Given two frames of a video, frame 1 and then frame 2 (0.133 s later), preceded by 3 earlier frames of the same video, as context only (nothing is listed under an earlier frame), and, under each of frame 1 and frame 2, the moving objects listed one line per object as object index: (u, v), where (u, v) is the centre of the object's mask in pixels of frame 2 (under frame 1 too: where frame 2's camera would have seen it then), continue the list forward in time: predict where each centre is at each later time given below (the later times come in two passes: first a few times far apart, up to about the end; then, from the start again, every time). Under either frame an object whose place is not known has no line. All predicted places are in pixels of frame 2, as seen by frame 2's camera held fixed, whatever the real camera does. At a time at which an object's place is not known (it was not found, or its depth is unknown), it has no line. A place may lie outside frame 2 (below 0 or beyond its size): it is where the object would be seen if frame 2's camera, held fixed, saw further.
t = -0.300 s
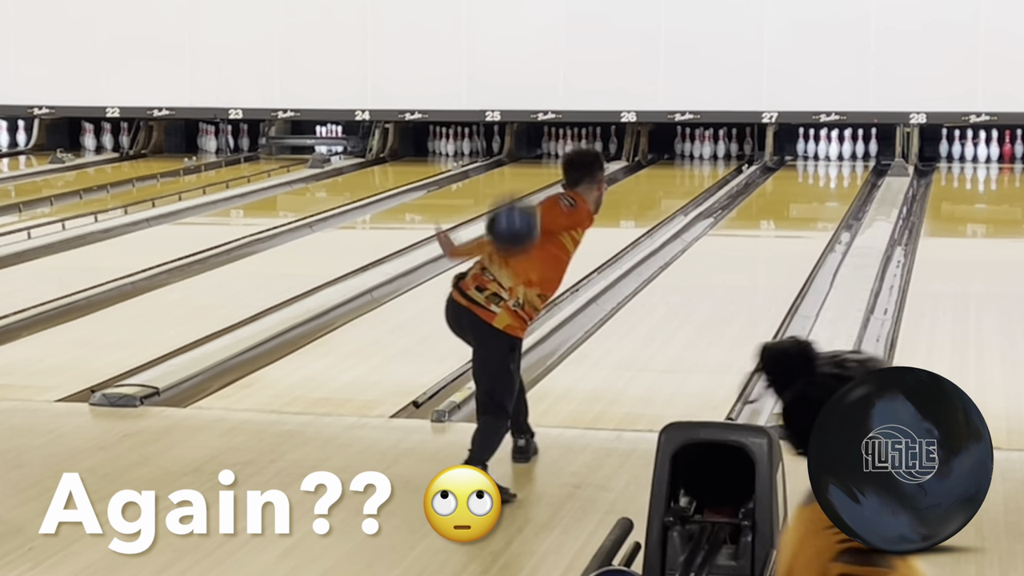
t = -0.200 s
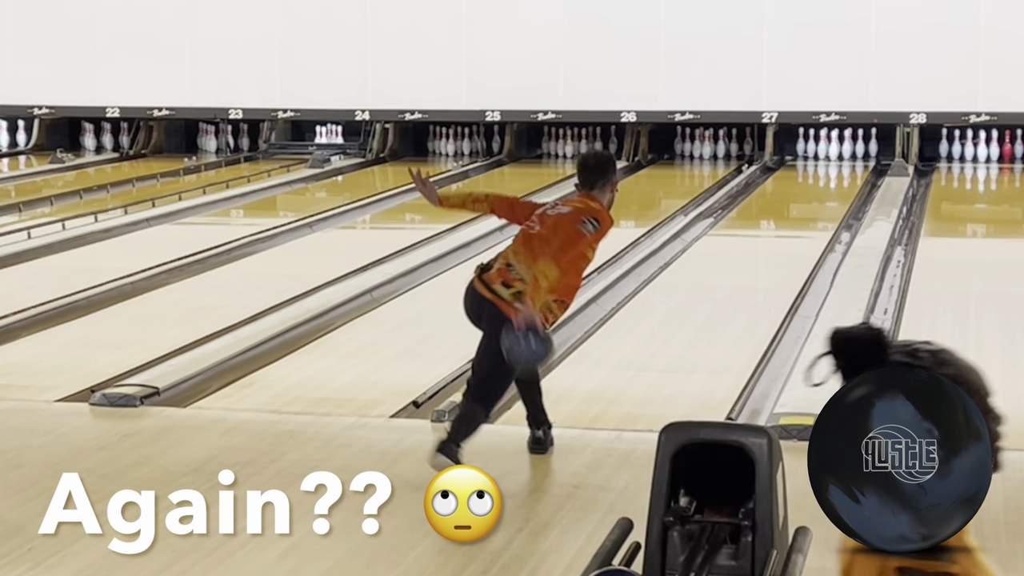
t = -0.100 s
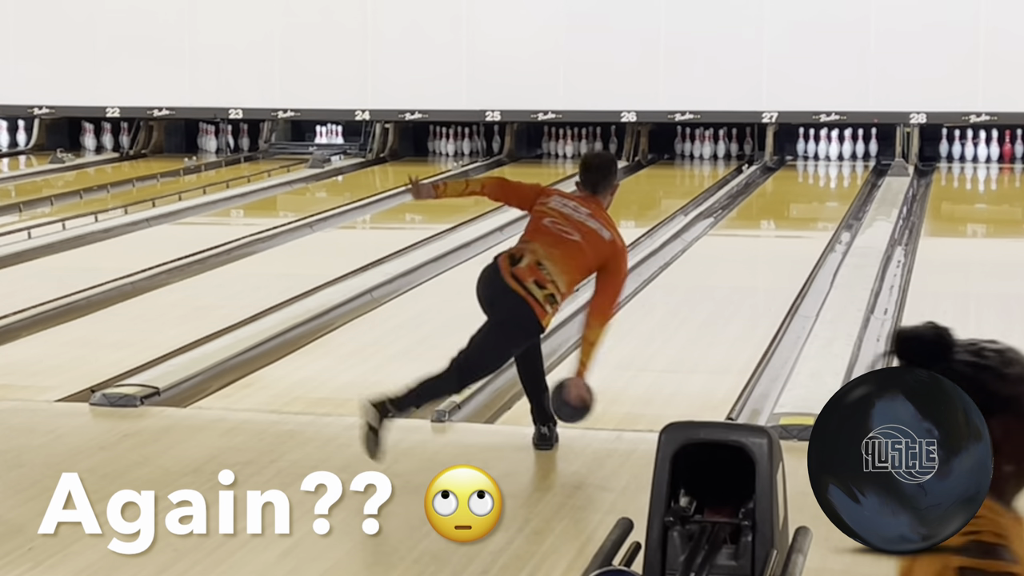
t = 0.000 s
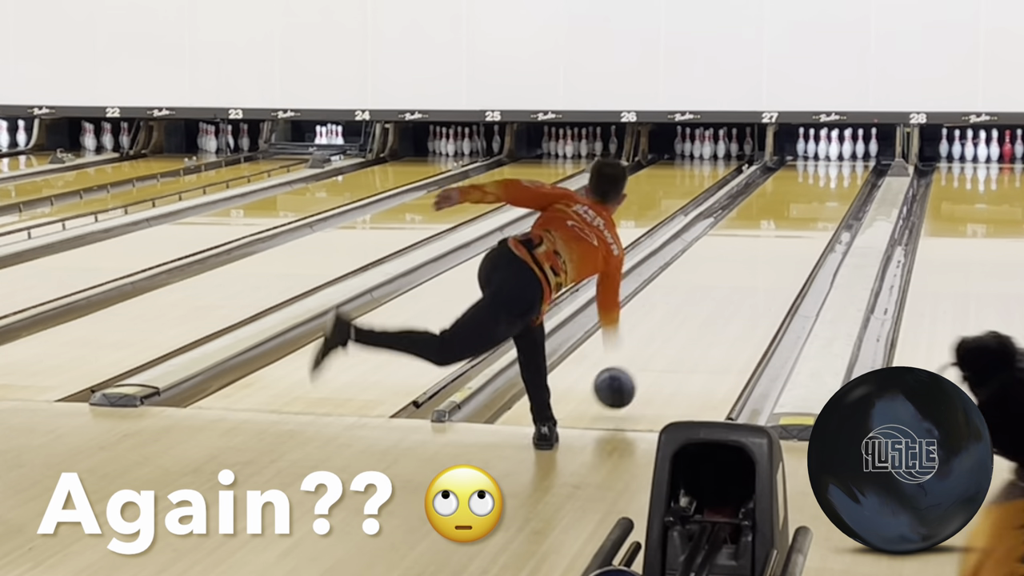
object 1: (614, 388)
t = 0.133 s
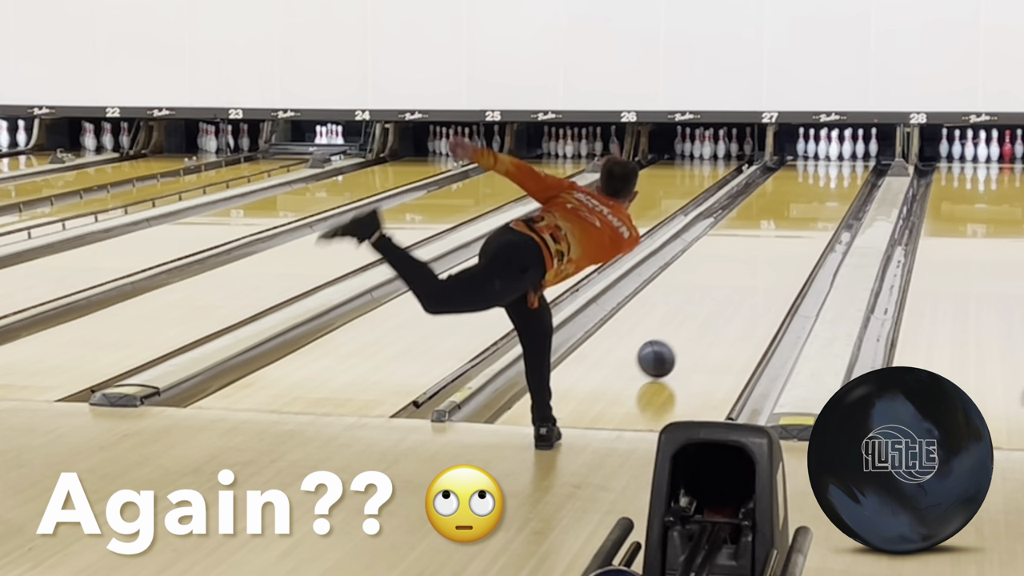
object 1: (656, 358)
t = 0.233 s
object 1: (682, 336)
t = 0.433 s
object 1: (726, 297)
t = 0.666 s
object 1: (764, 262)
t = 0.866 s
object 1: (790, 238)
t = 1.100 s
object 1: (813, 215)
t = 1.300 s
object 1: (829, 199)
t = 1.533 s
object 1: (841, 183)
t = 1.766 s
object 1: (847, 170)
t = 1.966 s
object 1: (847, 161)
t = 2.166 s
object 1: (843, 153)
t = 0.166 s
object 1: (665, 352)
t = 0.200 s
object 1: (674, 342)
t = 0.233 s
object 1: (682, 336)
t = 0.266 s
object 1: (690, 329)
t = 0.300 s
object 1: (698, 322)
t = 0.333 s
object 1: (705, 315)
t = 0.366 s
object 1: (712, 309)
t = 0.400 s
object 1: (719, 303)
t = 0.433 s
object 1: (726, 297)
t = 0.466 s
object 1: (732, 291)
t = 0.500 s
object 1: (738, 286)
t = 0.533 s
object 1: (743, 281)
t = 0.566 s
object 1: (748, 276)
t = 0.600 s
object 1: (754, 271)
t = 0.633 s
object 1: (759, 266)
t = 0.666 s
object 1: (764, 262)
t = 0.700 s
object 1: (768, 257)
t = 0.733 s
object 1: (773, 253)
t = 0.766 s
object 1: (777, 249)
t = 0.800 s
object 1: (781, 245)
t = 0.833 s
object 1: (786, 241)
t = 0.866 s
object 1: (790, 238)
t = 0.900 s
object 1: (793, 234)
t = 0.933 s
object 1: (797, 231)
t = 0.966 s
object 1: (801, 227)
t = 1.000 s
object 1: (804, 224)
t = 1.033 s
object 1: (807, 221)
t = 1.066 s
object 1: (810, 218)
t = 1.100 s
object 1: (813, 215)
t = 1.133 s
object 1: (816, 213)
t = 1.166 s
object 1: (819, 210)
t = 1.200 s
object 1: (822, 207)
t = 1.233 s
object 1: (824, 205)
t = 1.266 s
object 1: (827, 202)
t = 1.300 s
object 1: (829, 199)
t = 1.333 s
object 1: (831, 197)
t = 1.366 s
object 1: (834, 194)
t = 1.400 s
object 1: (836, 192)
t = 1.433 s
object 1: (837, 190)
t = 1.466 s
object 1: (839, 188)
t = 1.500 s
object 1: (840, 186)
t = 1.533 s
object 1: (841, 183)
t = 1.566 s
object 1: (843, 181)
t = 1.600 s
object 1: (844, 180)
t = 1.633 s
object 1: (845, 178)
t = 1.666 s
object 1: (846, 176)
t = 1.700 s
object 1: (846, 174)
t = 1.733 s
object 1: (847, 172)
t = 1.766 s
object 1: (847, 170)
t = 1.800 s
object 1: (847, 168)
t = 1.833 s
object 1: (848, 167)
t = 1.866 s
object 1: (848, 165)
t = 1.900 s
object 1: (847, 163)
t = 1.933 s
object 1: (847, 162)
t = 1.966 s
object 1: (847, 161)
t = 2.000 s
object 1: (846, 159)
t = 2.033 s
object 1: (846, 157)
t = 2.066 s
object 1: (846, 157)
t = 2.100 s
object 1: (844, 155)
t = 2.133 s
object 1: (843, 154)
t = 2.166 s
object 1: (843, 153)
